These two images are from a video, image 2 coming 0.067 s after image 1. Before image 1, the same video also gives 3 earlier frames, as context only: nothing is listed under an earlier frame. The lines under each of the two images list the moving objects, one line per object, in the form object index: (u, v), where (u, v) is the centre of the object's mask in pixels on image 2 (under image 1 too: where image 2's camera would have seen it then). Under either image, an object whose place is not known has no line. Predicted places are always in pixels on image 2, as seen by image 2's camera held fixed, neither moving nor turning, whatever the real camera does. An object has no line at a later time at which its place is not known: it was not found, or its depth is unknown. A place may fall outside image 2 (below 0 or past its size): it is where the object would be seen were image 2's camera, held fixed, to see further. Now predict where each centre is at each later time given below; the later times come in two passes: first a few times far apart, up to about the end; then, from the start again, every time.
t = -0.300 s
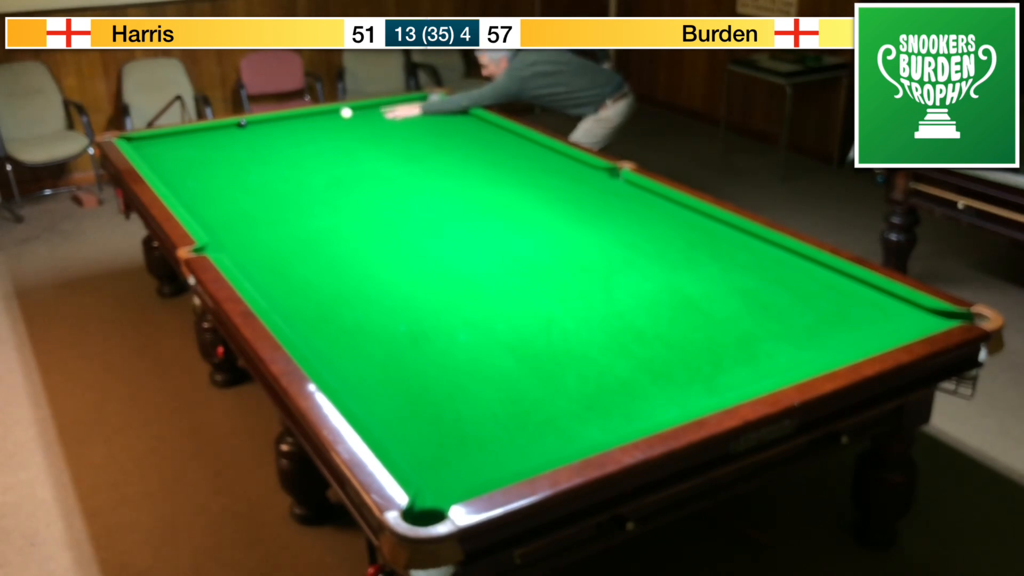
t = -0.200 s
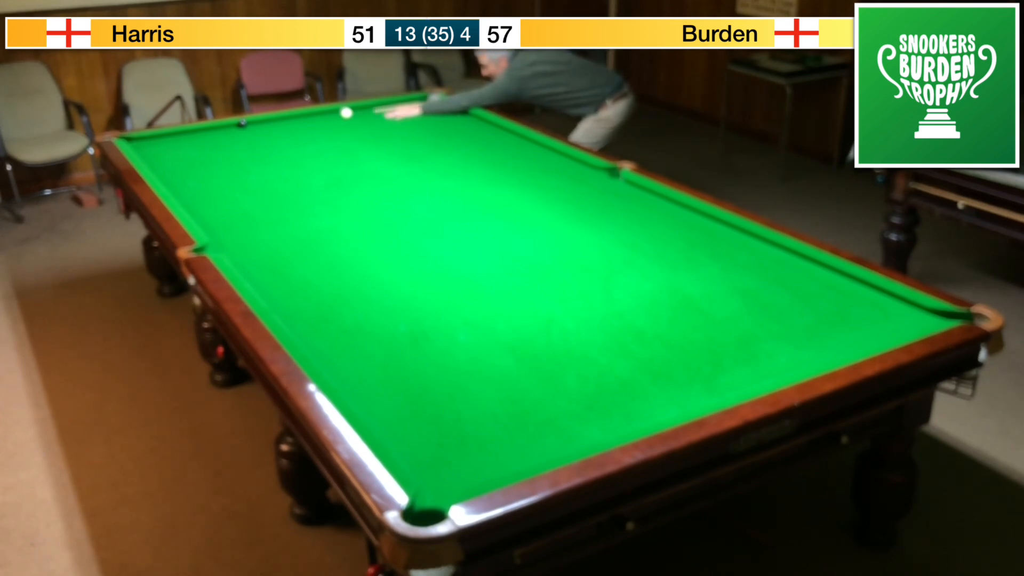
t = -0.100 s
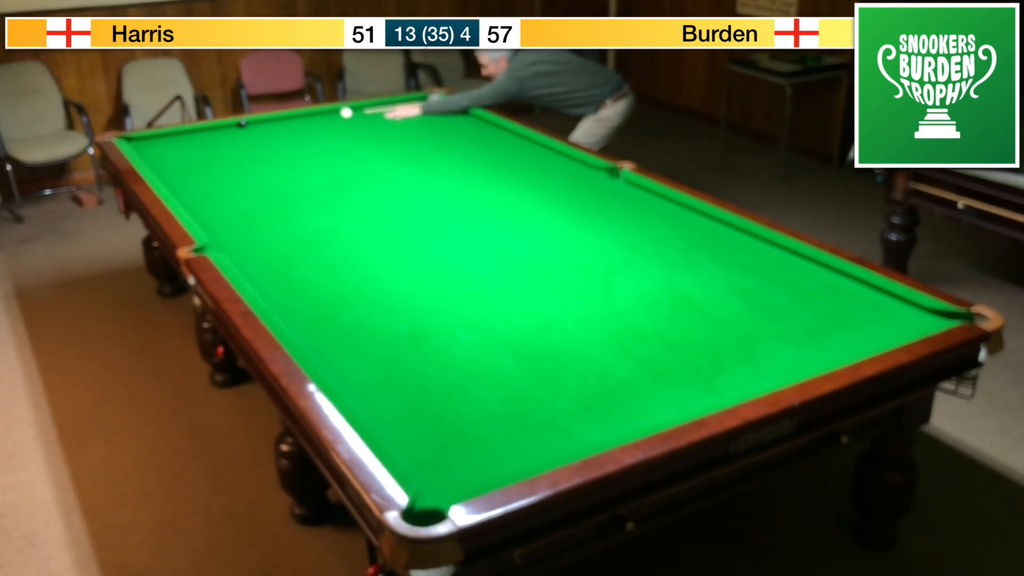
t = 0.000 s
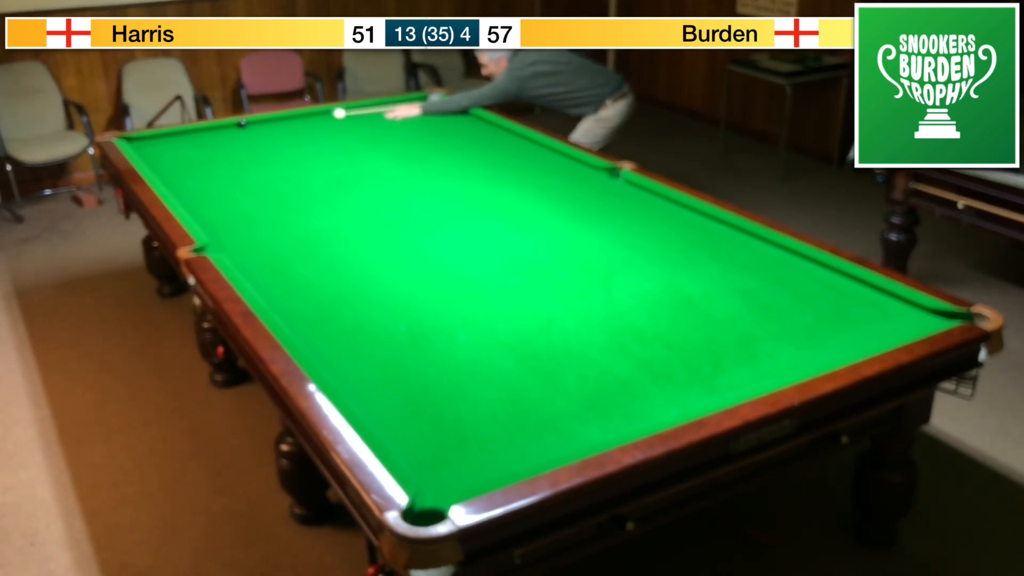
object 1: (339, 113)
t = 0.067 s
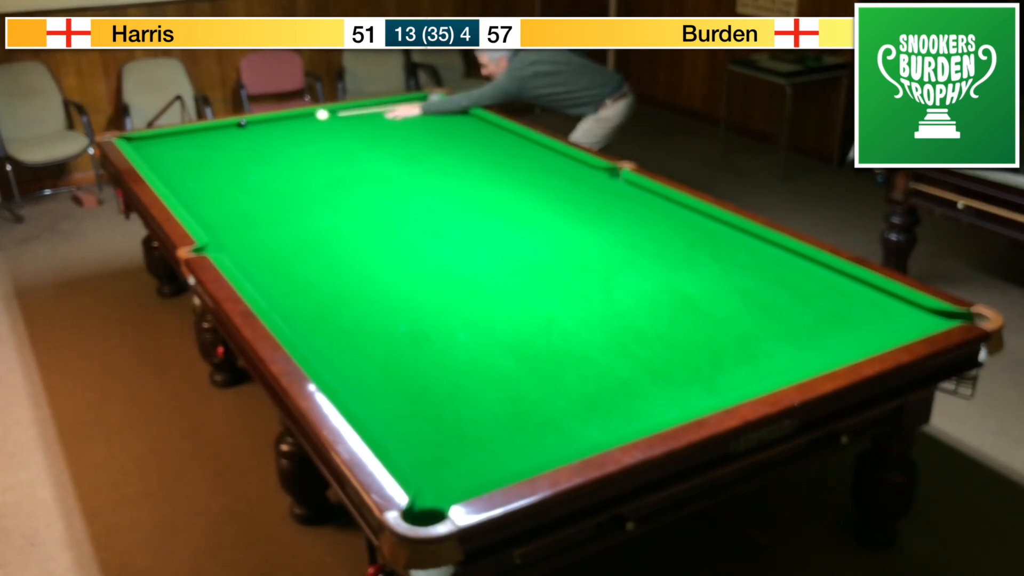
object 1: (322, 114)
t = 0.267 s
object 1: (278, 118)
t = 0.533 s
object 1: (249, 122)
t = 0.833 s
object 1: (238, 125)
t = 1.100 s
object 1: (230, 127)
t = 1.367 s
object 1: (222, 129)
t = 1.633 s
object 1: (215, 131)
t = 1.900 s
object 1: (210, 132)
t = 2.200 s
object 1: (206, 133)
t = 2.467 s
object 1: (204, 134)
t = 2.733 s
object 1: (203, 134)
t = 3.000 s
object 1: (204, 134)
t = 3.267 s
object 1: (204, 134)
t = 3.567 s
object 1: (204, 134)
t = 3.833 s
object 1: (204, 134)
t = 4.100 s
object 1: (204, 134)
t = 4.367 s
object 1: (204, 134)
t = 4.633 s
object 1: (204, 134)
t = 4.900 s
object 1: (204, 134)
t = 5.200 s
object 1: (204, 134)
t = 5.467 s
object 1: (204, 134)
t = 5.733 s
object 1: (204, 134)
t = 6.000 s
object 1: (204, 134)
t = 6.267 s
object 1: (204, 134)
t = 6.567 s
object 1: (204, 134)
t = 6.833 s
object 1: (204, 134)
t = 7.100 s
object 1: (204, 134)
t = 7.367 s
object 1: (204, 134)
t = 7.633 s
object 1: (204, 134)
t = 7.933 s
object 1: (204, 134)
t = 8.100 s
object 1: (204, 134)
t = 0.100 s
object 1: (314, 115)
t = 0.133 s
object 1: (307, 116)
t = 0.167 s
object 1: (300, 116)
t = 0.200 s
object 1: (292, 117)
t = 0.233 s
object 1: (285, 117)
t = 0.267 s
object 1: (278, 118)
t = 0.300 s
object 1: (271, 119)
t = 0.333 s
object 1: (263, 120)
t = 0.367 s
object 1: (256, 120)
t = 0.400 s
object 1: (252, 121)
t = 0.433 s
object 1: (252, 121)
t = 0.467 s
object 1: (251, 121)
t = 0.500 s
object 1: (250, 122)
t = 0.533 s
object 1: (249, 122)
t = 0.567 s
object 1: (248, 123)
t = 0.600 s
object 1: (247, 123)
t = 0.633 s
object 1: (245, 123)
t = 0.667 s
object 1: (244, 123)
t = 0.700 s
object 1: (243, 124)
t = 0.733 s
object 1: (242, 124)
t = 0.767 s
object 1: (241, 124)
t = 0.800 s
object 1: (240, 125)
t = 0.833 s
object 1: (238, 125)
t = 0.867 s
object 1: (237, 125)
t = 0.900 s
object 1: (236, 126)
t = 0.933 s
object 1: (235, 126)
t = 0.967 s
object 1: (234, 126)
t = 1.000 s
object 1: (233, 126)
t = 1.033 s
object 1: (232, 127)
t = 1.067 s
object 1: (231, 127)
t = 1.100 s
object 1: (230, 127)
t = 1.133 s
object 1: (229, 128)
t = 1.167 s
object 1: (228, 128)
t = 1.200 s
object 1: (227, 128)
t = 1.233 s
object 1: (226, 129)
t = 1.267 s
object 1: (225, 129)
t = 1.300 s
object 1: (224, 129)
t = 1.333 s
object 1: (223, 129)
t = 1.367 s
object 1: (222, 129)
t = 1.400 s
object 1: (221, 130)
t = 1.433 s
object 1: (220, 130)
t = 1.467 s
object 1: (219, 130)
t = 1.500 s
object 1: (219, 130)
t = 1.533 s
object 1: (218, 130)
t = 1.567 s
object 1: (217, 131)
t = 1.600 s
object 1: (216, 131)
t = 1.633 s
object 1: (215, 131)
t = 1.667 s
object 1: (215, 131)
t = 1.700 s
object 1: (214, 131)
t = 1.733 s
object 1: (213, 132)
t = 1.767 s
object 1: (213, 132)
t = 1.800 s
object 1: (212, 132)
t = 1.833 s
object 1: (211, 132)
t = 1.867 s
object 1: (211, 132)
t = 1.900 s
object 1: (210, 132)
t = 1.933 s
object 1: (209, 132)
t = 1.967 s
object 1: (209, 133)
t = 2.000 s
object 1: (208, 133)
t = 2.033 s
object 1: (208, 133)
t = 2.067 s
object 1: (207, 133)
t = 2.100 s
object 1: (207, 133)
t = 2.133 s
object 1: (207, 133)
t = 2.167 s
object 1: (206, 133)
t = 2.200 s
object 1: (206, 133)
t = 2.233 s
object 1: (205, 133)
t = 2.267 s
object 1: (205, 133)
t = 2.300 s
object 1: (205, 133)
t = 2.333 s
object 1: (205, 133)
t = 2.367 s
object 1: (204, 133)
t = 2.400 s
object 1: (204, 134)
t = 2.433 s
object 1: (204, 134)
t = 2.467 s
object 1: (204, 134)
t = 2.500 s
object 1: (204, 134)
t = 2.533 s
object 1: (204, 134)
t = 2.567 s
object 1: (204, 134)
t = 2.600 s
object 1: (203, 134)
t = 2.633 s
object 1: (203, 134)
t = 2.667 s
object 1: (203, 134)
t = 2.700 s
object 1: (203, 134)
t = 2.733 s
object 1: (203, 134)
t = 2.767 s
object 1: (204, 134)
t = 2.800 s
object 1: (204, 134)
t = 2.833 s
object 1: (204, 133)
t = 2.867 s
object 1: (204, 134)
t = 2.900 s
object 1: (204, 134)
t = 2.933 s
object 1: (204, 134)
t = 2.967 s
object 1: (204, 134)
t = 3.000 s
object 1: (204, 134)
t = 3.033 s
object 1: (204, 134)
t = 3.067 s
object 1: (204, 134)
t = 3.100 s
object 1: (204, 134)
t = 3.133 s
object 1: (204, 134)
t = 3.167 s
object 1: (204, 134)
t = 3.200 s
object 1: (204, 134)
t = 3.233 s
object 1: (204, 134)
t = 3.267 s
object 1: (204, 134)
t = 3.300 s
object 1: (204, 134)
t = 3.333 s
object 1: (204, 134)
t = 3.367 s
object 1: (204, 134)
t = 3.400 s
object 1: (204, 134)
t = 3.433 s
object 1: (204, 134)
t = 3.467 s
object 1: (204, 134)
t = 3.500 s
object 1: (204, 134)
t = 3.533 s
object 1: (204, 134)
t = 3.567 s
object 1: (204, 134)
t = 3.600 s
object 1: (204, 134)
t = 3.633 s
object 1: (204, 134)
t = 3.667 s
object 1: (204, 133)
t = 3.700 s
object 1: (204, 133)
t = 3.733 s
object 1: (204, 133)
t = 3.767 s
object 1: (204, 133)
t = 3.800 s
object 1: (204, 133)
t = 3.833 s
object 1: (204, 134)
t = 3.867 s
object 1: (204, 134)
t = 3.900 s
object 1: (204, 134)
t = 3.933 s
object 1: (204, 134)
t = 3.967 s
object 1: (204, 134)
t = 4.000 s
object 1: (204, 134)
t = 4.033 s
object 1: (204, 134)
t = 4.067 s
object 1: (204, 134)
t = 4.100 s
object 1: (204, 134)
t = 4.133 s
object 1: (204, 134)
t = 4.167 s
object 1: (204, 134)
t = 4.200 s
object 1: (204, 134)
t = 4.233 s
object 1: (204, 134)
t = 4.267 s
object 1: (204, 134)
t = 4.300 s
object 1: (204, 134)
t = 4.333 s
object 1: (204, 134)
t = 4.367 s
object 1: (204, 134)
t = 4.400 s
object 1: (204, 134)
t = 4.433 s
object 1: (204, 134)
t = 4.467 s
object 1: (204, 134)
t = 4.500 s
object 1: (204, 134)
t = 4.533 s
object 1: (204, 134)
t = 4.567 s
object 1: (204, 134)
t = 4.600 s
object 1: (204, 134)
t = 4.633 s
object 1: (204, 134)
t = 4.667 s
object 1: (204, 134)
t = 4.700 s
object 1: (204, 134)
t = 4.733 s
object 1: (204, 134)
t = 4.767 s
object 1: (204, 134)
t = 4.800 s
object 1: (204, 134)
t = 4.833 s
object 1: (204, 134)
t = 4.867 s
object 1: (204, 134)
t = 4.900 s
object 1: (204, 134)
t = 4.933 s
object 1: (204, 134)
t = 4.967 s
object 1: (204, 134)
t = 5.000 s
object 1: (204, 134)
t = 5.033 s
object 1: (204, 134)
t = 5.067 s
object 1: (204, 134)
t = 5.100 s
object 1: (204, 134)
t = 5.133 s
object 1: (204, 134)
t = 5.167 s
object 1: (204, 134)
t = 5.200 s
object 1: (204, 134)
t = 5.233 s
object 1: (204, 134)
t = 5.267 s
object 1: (204, 134)
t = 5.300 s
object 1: (204, 134)
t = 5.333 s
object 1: (204, 134)
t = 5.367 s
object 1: (204, 133)
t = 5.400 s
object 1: (204, 133)
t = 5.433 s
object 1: (204, 134)
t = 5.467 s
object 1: (204, 134)
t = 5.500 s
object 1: (204, 134)
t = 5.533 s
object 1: (204, 134)
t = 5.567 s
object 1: (204, 133)
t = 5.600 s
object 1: (204, 133)
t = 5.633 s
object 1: (204, 133)
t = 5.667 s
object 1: (204, 134)
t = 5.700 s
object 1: (204, 133)
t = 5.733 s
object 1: (204, 134)
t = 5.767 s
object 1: (204, 133)
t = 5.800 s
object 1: (204, 133)
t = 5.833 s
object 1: (204, 133)
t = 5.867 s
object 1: (204, 133)
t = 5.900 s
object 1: (204, 134)
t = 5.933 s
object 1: (204, 133)
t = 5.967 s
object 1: (204, 134)
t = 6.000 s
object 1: (204, 134)
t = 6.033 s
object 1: (204, 134)
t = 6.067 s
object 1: (204, 134)
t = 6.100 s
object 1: (204, 134)
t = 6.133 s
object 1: (204, 134)
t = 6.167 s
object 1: (204, 134)
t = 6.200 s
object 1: (204, 134)
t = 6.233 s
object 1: (204, 134)
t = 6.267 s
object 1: (204, 134)
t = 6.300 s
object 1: (204, 134)
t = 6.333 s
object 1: (204, 134)
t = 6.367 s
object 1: (204, 134)
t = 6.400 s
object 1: (204, 134)
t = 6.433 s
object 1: (204, 134)
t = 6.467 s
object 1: (204, 134)
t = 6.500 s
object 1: (204, 134)
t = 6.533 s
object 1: (204, 134)
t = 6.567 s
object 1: (204, 134)
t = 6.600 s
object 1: (204, 134)
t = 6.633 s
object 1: (204, 134)
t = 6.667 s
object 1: (204, 134)
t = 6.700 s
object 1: (204, 134)
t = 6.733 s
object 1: (204, 134)
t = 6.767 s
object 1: (204, 134)
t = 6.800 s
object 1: (204, 134)
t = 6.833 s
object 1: (204, 134)
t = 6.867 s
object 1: (204, 134)
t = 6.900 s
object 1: (204, 134)
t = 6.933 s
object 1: (204, 134)
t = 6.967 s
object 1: (204, 134)
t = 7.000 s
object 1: (204, 134)
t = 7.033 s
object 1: (204, 134)
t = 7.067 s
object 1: (204, 134)
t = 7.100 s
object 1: (204, 134)
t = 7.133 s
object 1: (204, 134)
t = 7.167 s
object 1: (204, 134)
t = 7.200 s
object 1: (204, 134)
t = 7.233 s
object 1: (204, 134)
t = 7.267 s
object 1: (204, 134)
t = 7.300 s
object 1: (204, 134)
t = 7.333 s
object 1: (204, 134)
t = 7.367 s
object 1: (204, 134)
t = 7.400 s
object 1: (204, 134)
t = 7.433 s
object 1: (204, 134)
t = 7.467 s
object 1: (204, 134)
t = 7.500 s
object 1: (204, 134)
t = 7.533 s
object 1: (204, 134)
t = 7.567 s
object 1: (204, 134)
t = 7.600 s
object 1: (204, 134)
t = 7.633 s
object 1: (204, 134)
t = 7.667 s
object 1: (204, 134)
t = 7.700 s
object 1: (204, 134)
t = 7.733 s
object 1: (204, 134)
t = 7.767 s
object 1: (204, 134)
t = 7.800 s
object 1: (204, 134)
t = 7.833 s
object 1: (204, 134)
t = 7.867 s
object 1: (204, 134)
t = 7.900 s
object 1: (204, 134)
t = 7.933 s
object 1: (204, 134)
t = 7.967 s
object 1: (204, 134)
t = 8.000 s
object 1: (204, 134)
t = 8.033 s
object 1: (204, 134)
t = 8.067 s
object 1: (204, 134)
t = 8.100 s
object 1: (204, 134)
